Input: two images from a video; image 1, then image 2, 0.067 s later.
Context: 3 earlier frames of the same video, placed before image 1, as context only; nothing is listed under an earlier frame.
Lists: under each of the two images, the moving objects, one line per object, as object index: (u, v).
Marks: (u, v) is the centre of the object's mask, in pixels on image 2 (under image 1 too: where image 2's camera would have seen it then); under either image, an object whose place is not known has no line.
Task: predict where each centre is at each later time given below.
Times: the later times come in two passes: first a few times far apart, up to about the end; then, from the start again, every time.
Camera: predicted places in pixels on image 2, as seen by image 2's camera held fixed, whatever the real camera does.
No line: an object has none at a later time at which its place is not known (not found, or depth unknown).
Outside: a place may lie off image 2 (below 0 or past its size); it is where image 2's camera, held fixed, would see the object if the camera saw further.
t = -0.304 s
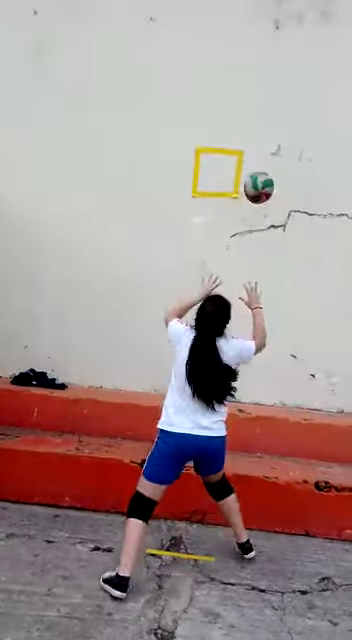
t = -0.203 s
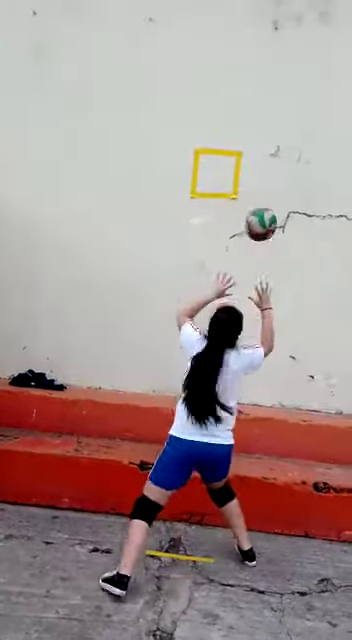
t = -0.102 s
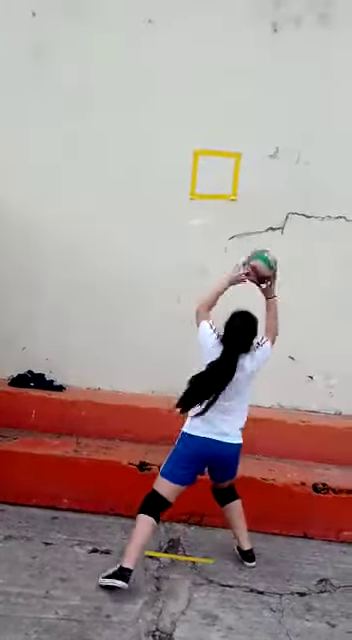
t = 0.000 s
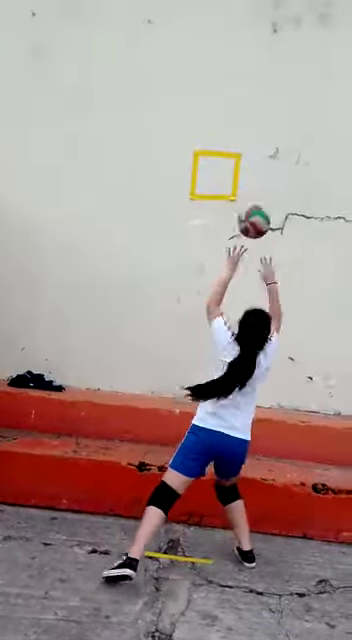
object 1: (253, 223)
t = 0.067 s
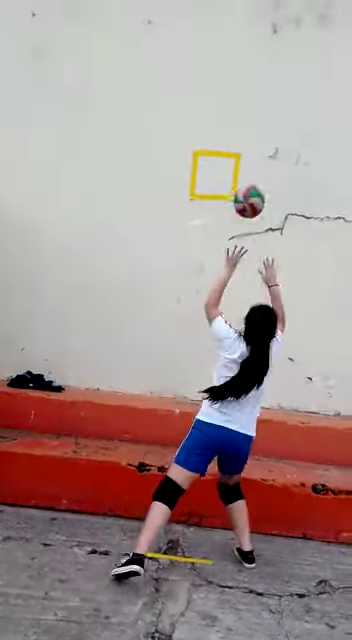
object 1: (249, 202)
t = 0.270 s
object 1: (232, 186)
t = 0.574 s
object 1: (205, 256)
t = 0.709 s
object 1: (195, 301)
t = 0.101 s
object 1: (246, 195)
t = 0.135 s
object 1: (244, 189)
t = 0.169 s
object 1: (241, 186)
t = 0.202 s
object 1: (238, 184)
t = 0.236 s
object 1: (235, 184)
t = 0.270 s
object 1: (232, 186)
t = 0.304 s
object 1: (229, 189)
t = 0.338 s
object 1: (226, 194)
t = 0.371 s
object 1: (223, 200)
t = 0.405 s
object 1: (220, 207)
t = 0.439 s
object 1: (218, 216)
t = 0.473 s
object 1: (214, 226)
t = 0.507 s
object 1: (211, 236)
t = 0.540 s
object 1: (208, 250)
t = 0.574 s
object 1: (205, 256)
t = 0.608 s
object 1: (203, 266)
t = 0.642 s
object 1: (201, 276)
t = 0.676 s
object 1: (199, 287)
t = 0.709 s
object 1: (195, 301)
